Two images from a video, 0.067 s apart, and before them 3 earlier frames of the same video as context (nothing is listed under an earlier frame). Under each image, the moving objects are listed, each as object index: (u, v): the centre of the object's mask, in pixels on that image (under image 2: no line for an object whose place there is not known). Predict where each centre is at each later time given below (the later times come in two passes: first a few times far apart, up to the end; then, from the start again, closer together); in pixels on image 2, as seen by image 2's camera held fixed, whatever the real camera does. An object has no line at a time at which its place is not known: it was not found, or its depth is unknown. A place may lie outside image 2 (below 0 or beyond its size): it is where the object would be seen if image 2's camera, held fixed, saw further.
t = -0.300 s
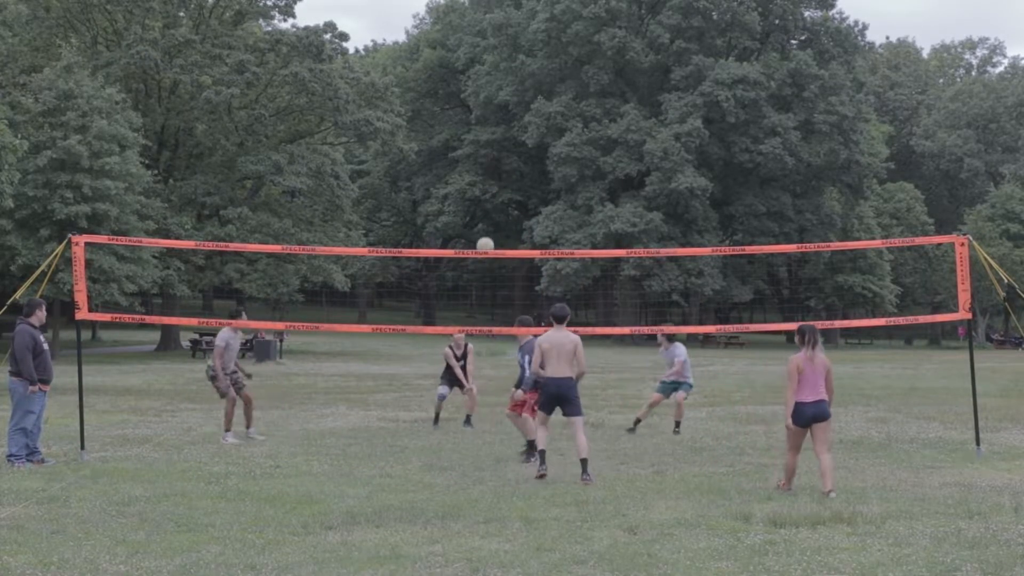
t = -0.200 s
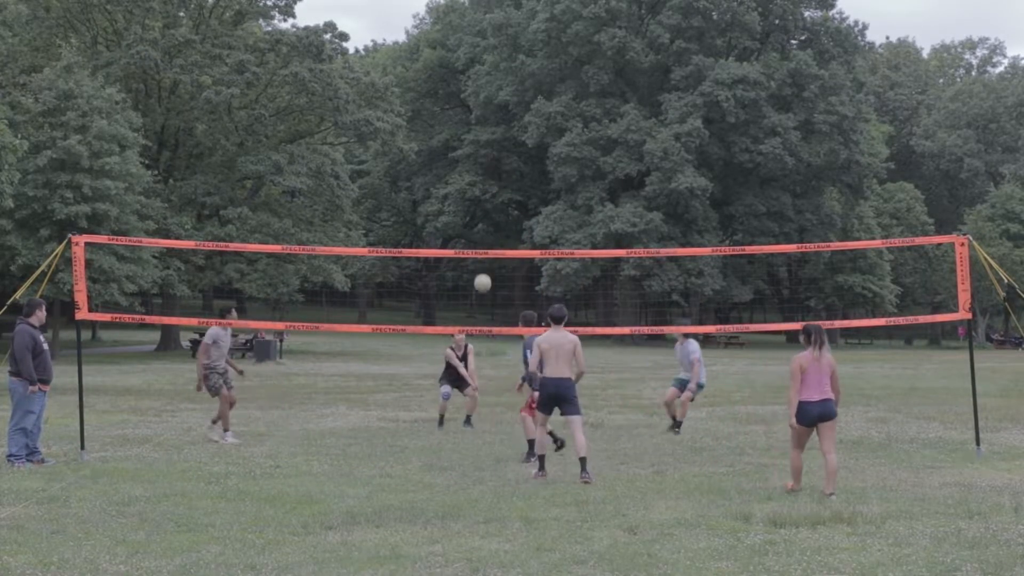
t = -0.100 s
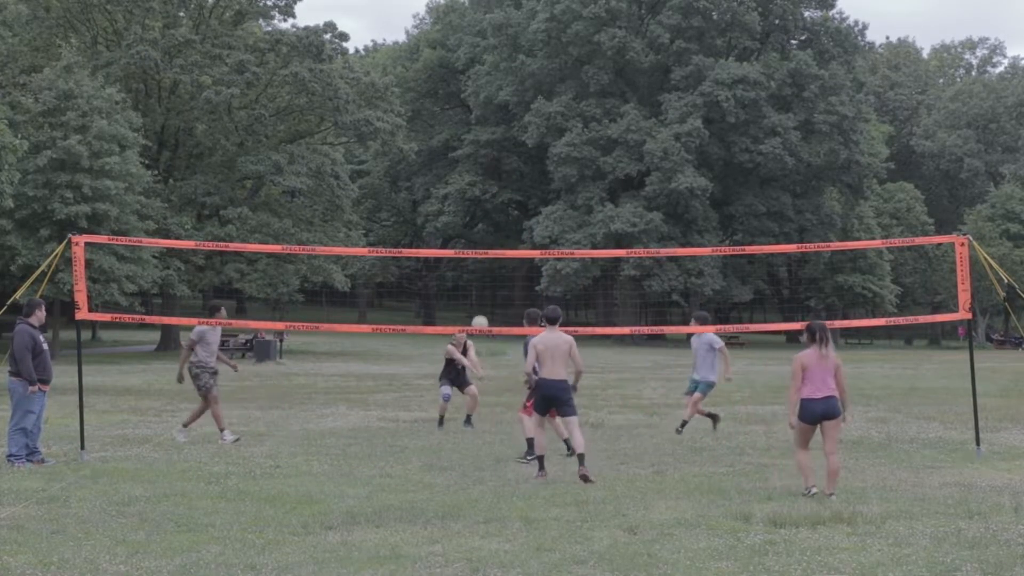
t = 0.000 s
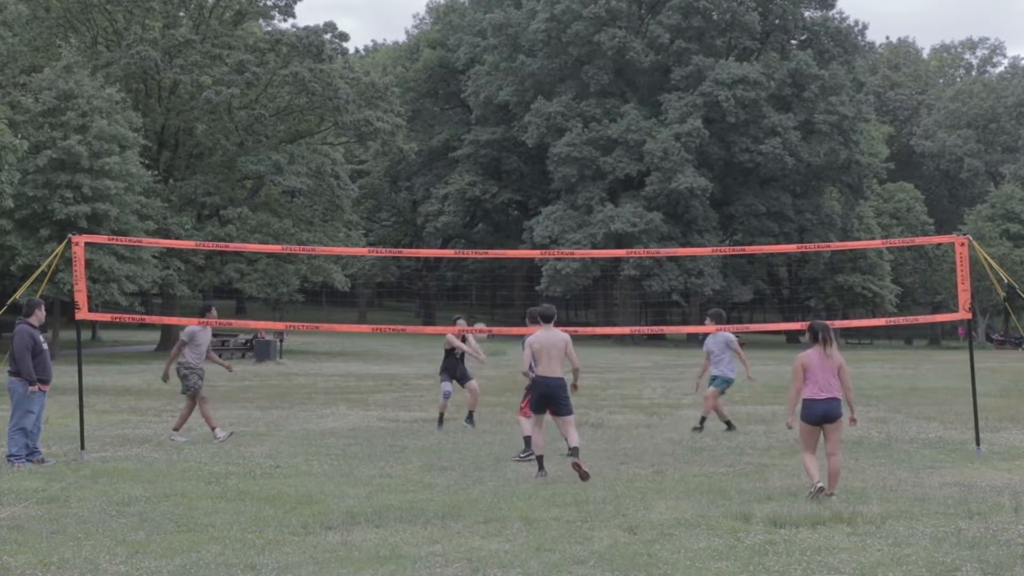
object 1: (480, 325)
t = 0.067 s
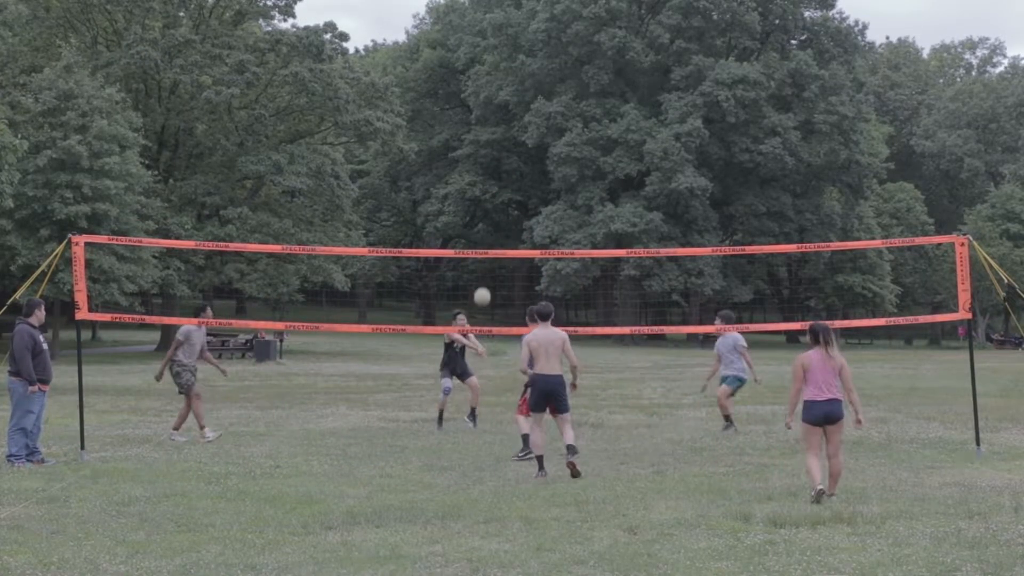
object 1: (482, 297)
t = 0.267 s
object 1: (489, 209)
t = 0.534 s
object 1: (496, 136)
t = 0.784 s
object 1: (503, 114)
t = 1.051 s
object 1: (510, 142)
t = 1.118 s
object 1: (512, 158)
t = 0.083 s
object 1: (483, 288)
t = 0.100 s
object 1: (483, 280)
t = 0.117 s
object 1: (484, 272)
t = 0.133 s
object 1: (485, 265)
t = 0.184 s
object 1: (486, 241)
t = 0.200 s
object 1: (487, 235)
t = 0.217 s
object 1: (487, 228)
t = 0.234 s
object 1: (488, 221)
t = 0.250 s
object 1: (488, 215)
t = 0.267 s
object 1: (489, 209)
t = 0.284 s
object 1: (489, 203)
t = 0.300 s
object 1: (490, 197)
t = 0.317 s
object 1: (490, 191)
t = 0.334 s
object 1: (491, 186)
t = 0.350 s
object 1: (491, 181)
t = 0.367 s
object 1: (492, 175)
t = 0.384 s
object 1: (492, 170)
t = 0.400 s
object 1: (492, 166)
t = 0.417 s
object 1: (493, 161)
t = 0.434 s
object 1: (493, 157)
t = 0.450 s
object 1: (494, 153)
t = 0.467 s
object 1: (494, 149)
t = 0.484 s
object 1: (495, 145)
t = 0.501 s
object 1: (495, 142)
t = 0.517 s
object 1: (496, 139)
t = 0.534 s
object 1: (496, 136)
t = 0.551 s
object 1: (496, 133)
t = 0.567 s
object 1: (497, 130)
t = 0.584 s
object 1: (498, 128)
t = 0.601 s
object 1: (498, 125)
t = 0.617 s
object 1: (498, 123)
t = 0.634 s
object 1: (499, 122)
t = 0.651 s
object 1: (499, 120)
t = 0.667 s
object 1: (500, 119)
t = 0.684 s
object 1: (500, 117)
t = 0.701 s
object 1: (501, 116)
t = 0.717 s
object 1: (501, 115)
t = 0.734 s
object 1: (502, 115)
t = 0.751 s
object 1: (502, 114)
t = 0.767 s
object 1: (503, 114)
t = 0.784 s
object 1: (503, 114)
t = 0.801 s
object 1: (503, 114)
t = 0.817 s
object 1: (504, 114)
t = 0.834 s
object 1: (504, 115)
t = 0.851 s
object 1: (505, 116)
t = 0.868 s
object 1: (505, 116)
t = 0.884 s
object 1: (506, 118)
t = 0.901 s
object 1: (506, 119)
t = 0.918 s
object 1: (507, 121)
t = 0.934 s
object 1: (507, 122)
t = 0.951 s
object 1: (507, 125)
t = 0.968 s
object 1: (508, 127)
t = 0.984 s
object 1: (508, 129)
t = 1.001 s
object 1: (509, 132)
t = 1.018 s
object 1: (509, 135)
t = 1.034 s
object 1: (510, 138)
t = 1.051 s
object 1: (510, 142)
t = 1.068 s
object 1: (510, 145)
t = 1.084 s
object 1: (511, 149)
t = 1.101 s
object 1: (511, 153)
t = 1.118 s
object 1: (512, 158)
